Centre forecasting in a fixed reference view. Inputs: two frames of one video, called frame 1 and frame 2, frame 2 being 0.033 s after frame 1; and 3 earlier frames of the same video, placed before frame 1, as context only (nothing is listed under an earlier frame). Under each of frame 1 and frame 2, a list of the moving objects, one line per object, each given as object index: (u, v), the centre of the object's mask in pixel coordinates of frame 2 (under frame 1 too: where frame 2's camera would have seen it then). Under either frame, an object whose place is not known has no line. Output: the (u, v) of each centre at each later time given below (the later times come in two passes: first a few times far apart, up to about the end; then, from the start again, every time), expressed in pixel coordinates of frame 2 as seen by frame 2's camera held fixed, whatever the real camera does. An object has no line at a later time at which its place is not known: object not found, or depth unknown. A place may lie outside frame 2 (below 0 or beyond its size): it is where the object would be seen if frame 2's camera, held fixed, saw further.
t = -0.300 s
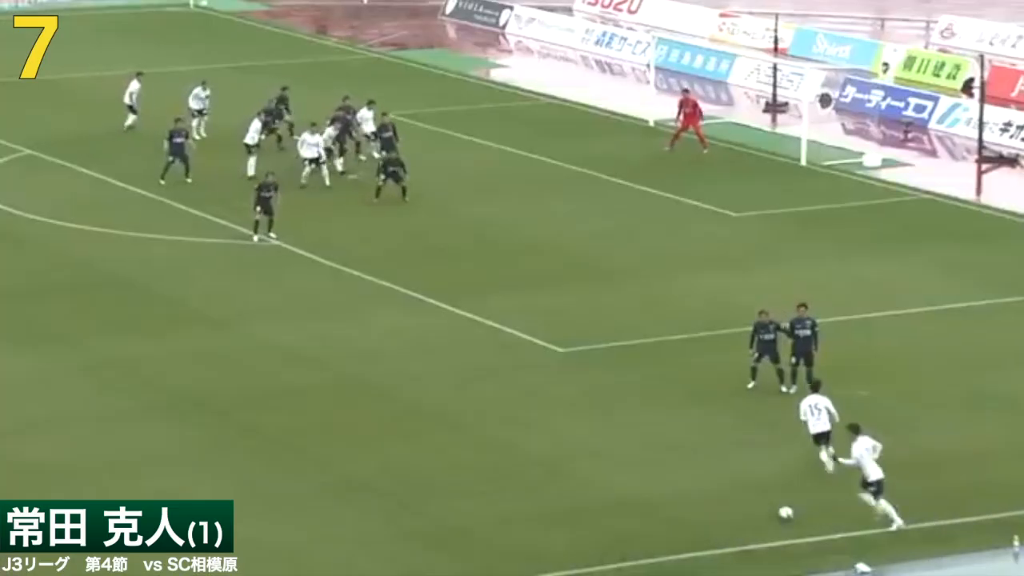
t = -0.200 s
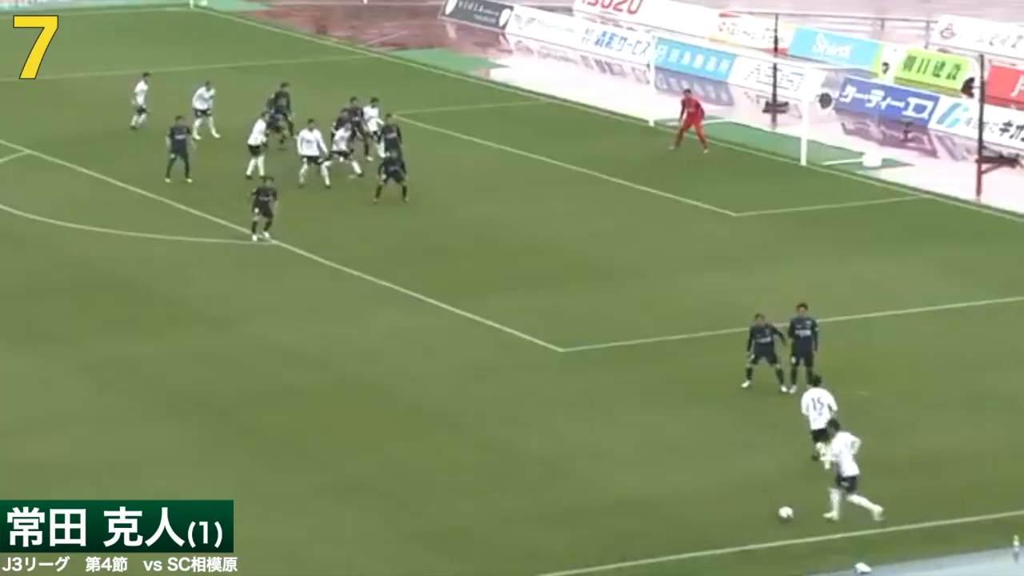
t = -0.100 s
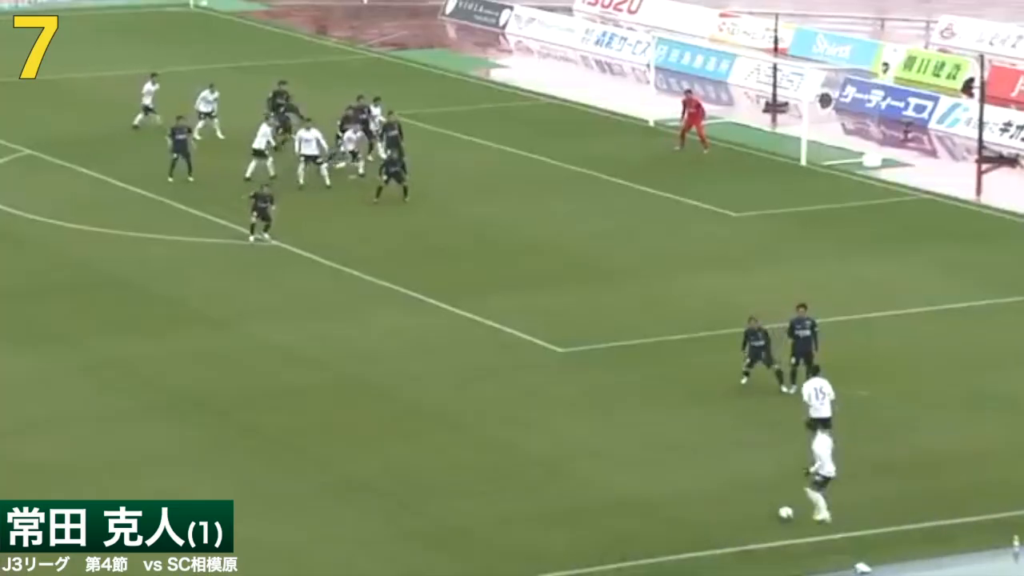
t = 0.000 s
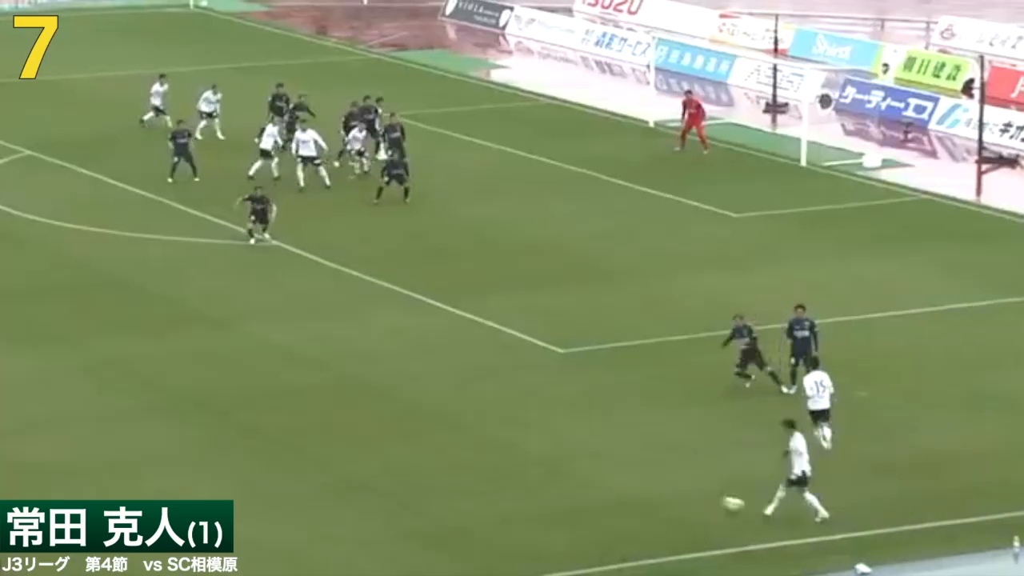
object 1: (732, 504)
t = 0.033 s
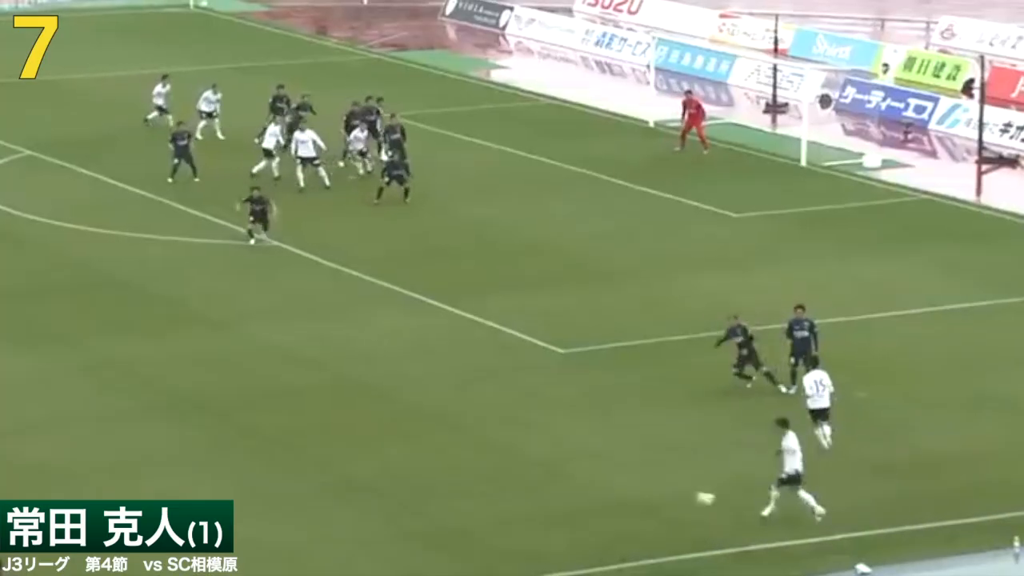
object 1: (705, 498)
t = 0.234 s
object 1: (549, 488)
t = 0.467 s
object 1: (391, 469)
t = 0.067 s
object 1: (679, 494)
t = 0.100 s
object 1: (651, 491)
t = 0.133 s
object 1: (625, 489)
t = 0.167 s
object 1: (599, 487)
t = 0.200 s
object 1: (574, 487)
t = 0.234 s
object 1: (549, 488)
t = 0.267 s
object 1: (525, 486)
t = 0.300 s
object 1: (501, 481)
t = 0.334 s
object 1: (479, 477)
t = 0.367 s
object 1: (457, 474)
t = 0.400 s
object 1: (435, 471)
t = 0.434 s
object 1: (413, 470)
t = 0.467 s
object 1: (391, 469)
